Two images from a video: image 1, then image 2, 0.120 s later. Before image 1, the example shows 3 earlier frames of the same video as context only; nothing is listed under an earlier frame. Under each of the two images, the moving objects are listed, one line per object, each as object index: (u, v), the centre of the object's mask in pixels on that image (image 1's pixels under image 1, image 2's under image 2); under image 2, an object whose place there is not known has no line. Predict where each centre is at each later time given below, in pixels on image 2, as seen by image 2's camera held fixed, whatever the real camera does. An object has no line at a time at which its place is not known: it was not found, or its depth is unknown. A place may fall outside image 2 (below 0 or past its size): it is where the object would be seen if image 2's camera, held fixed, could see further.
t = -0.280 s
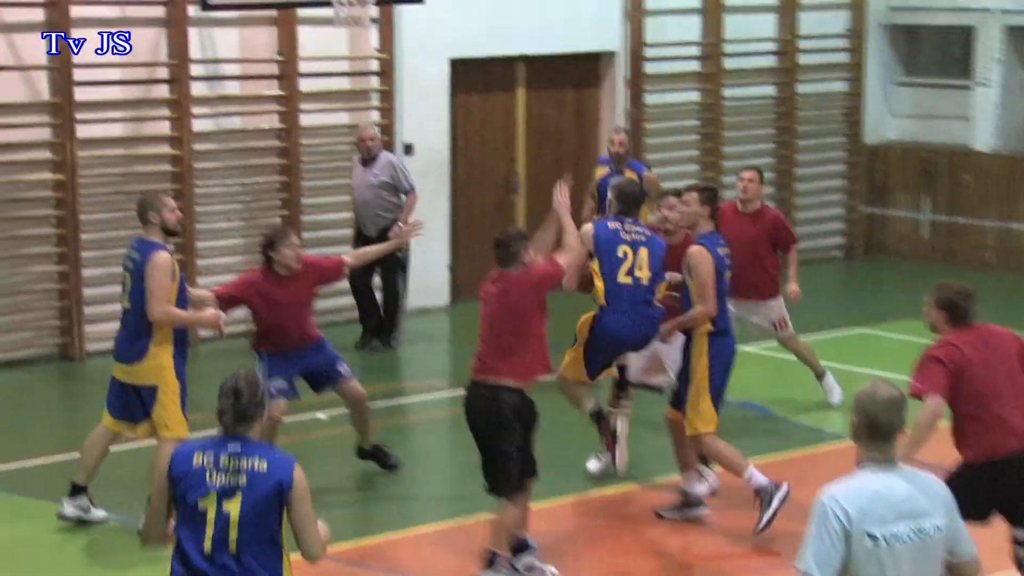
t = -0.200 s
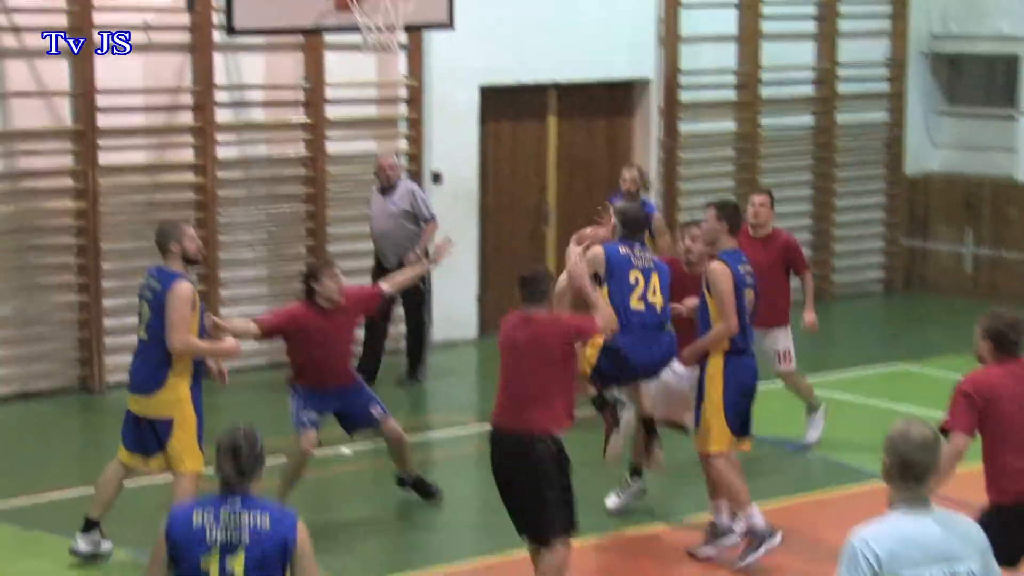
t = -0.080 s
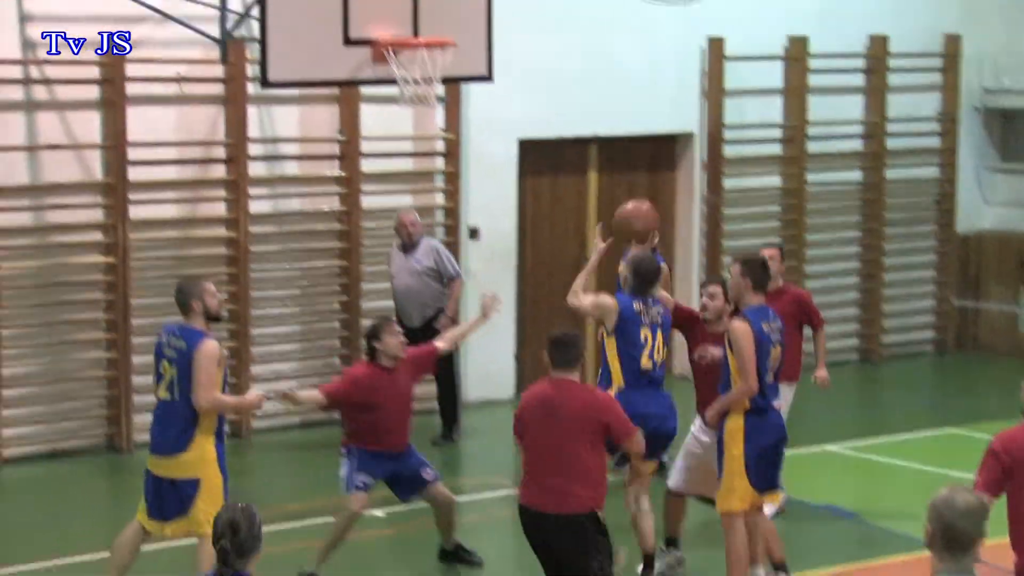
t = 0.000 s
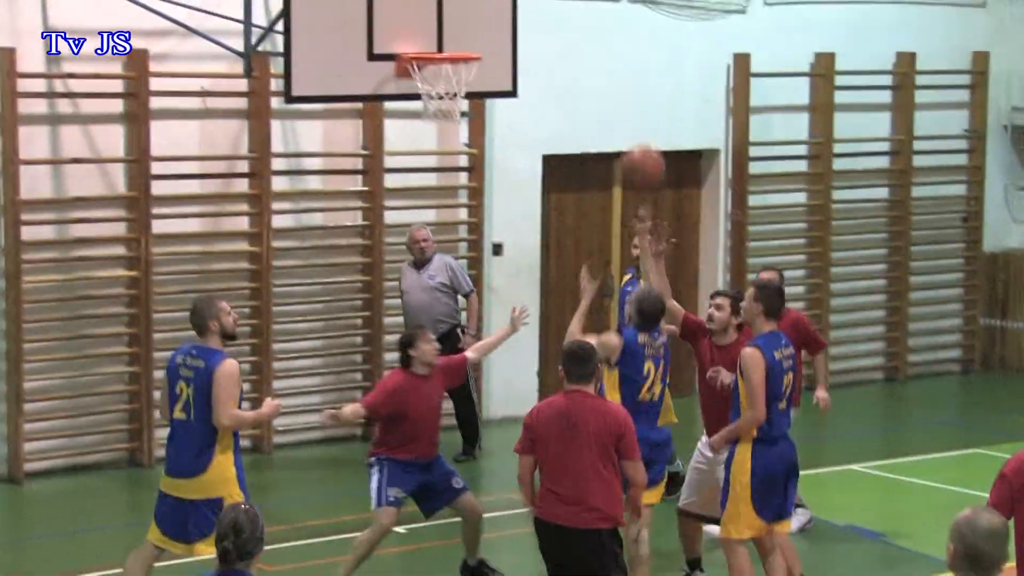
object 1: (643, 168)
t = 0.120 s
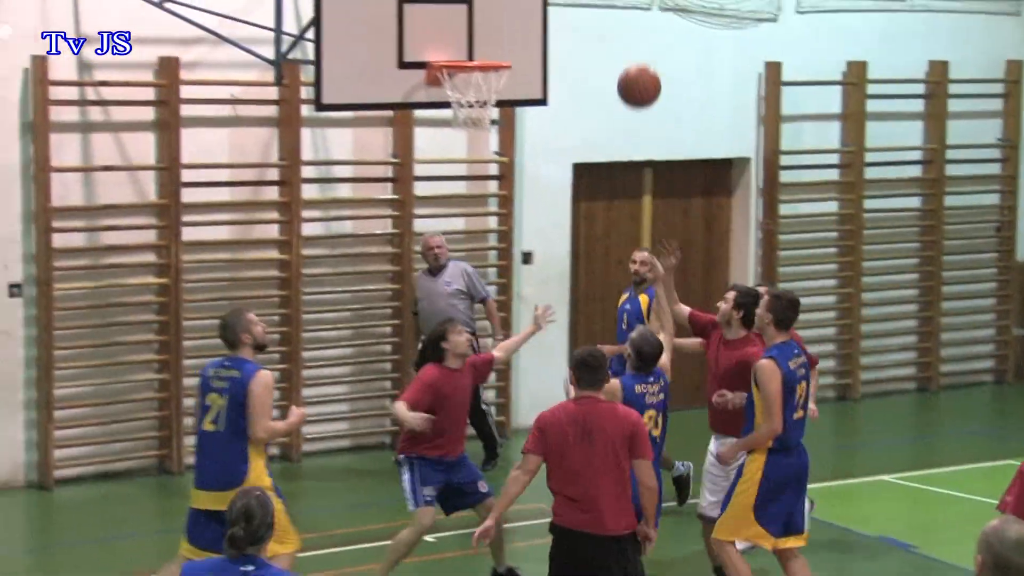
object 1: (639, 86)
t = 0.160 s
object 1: (628, 63)
